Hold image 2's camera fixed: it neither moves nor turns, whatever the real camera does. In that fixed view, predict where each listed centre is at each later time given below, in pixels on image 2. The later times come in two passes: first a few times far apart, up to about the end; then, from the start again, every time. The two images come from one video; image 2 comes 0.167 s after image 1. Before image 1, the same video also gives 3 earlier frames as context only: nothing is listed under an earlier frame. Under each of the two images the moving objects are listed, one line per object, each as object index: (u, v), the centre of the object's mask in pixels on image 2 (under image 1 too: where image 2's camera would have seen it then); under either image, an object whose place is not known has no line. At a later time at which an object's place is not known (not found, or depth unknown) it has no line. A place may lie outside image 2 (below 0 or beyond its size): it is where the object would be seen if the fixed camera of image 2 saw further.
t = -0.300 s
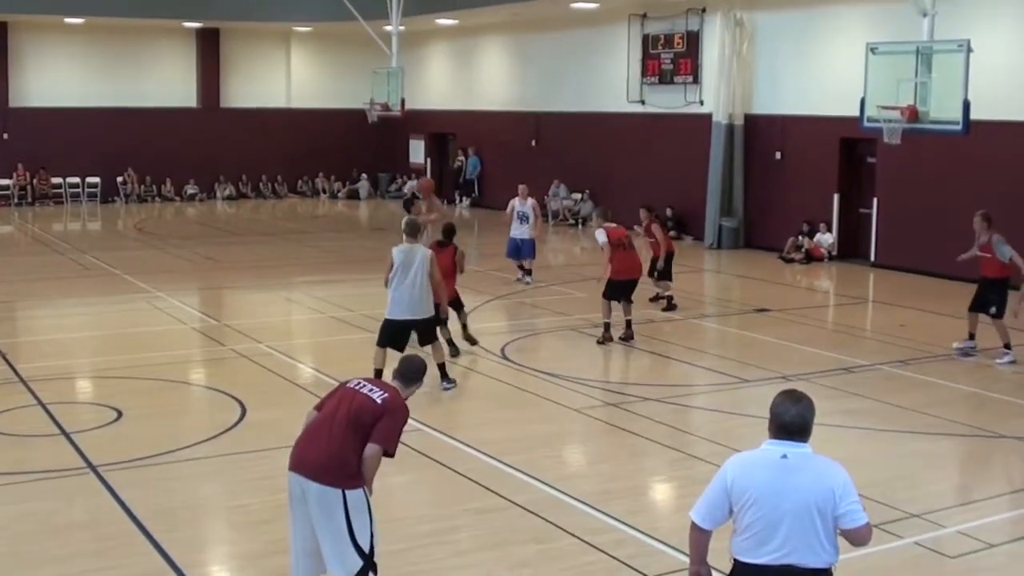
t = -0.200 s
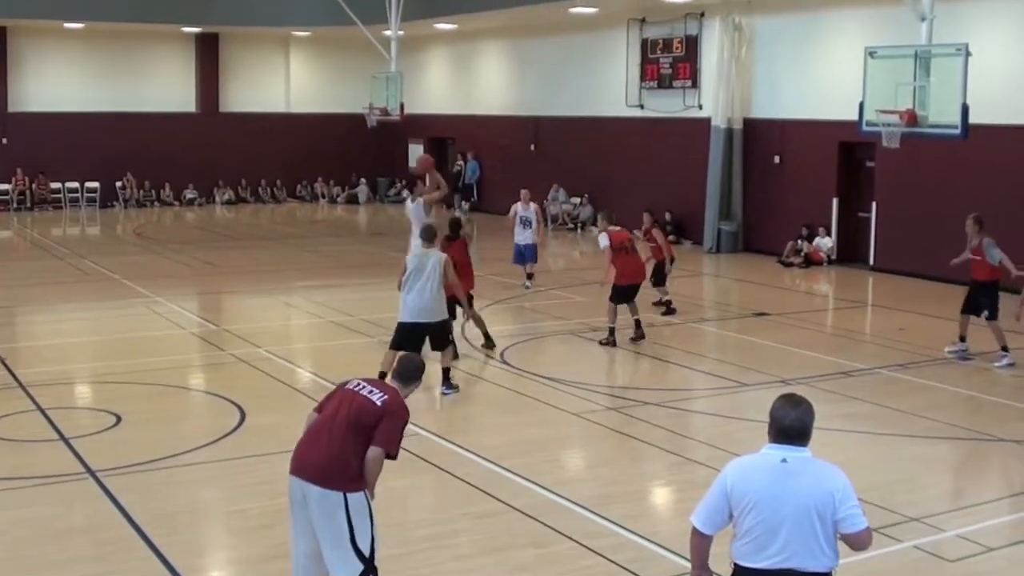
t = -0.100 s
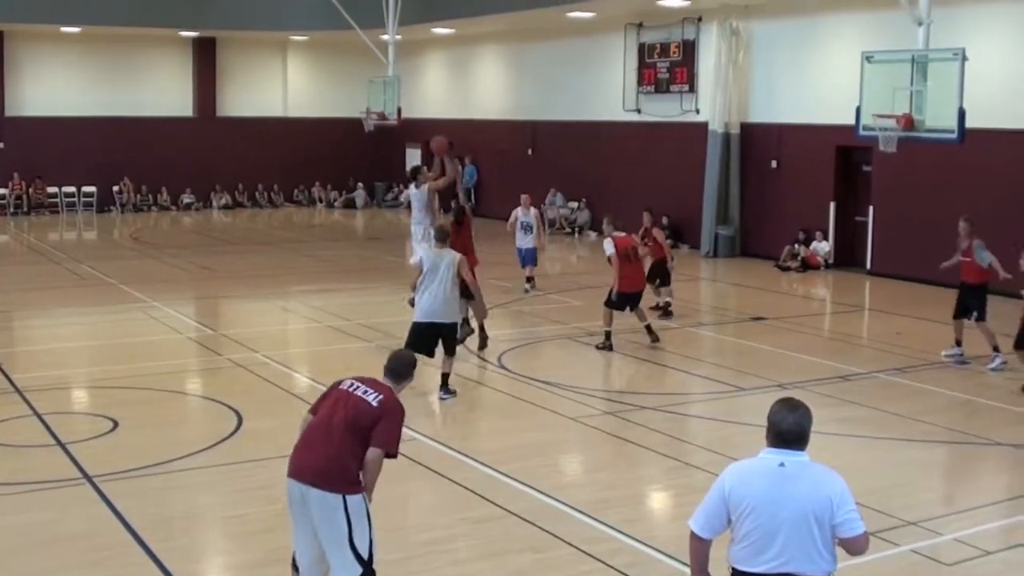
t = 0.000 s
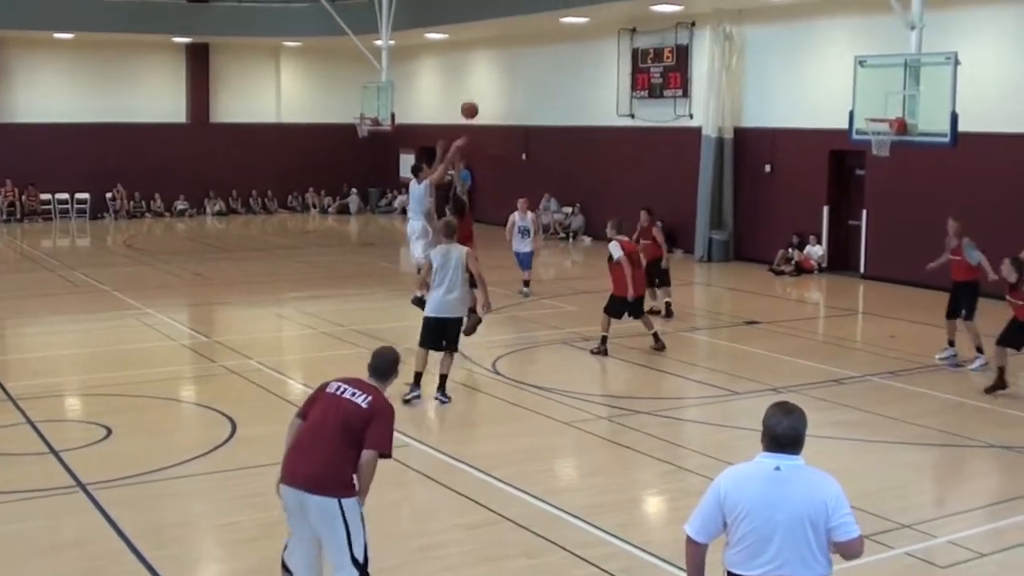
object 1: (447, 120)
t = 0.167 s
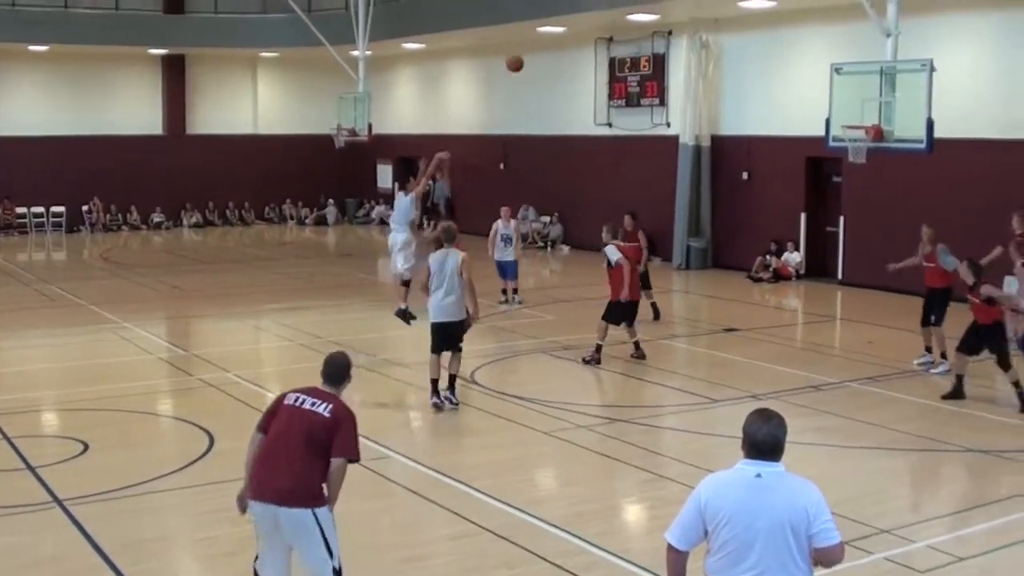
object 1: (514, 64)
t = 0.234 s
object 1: (541, 46)
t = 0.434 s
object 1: (617, 18)
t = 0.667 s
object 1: (704, 19)
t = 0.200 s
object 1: (528, 55)
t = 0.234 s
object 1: (541, 46)
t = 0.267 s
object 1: (554, 40)
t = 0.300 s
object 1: (567, 34)
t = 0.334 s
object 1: (579, 28)
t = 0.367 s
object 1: (592, 24)
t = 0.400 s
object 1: (605, 20)
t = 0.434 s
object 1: (617, 18)
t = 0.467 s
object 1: (630, 15)
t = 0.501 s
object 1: (643, 14)
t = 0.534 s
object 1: (655, 13)
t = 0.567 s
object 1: (668, 13)
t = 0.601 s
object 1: (680, 15)
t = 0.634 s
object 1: (692, 17)
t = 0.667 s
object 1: (704, 19)
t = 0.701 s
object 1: (715, 23)
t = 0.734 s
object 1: (728, 27)
